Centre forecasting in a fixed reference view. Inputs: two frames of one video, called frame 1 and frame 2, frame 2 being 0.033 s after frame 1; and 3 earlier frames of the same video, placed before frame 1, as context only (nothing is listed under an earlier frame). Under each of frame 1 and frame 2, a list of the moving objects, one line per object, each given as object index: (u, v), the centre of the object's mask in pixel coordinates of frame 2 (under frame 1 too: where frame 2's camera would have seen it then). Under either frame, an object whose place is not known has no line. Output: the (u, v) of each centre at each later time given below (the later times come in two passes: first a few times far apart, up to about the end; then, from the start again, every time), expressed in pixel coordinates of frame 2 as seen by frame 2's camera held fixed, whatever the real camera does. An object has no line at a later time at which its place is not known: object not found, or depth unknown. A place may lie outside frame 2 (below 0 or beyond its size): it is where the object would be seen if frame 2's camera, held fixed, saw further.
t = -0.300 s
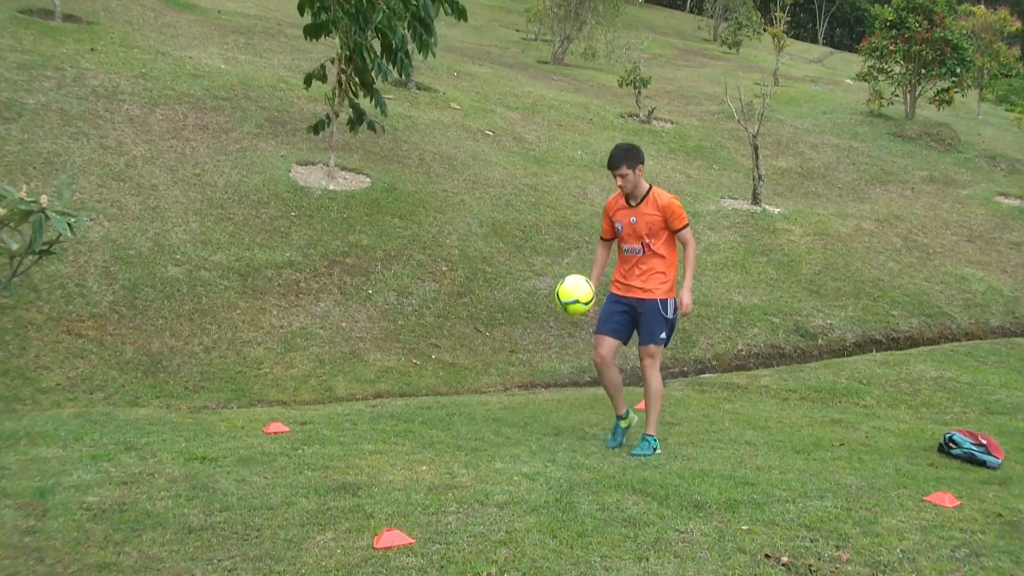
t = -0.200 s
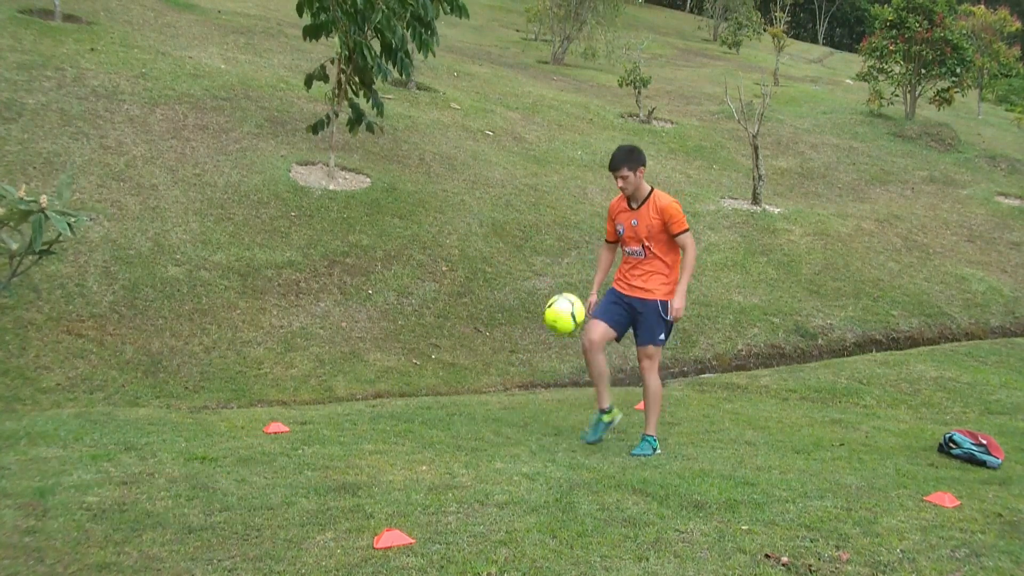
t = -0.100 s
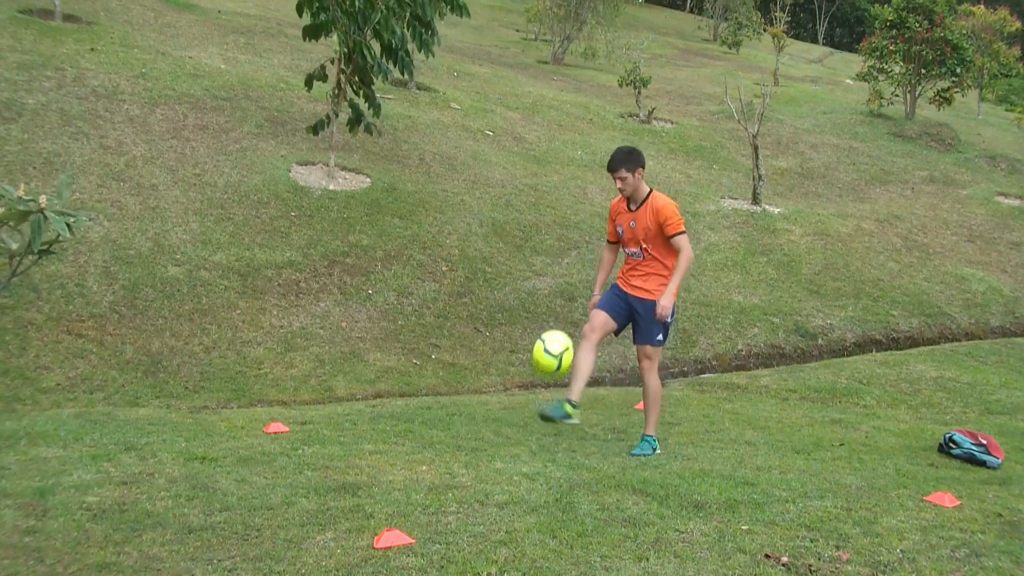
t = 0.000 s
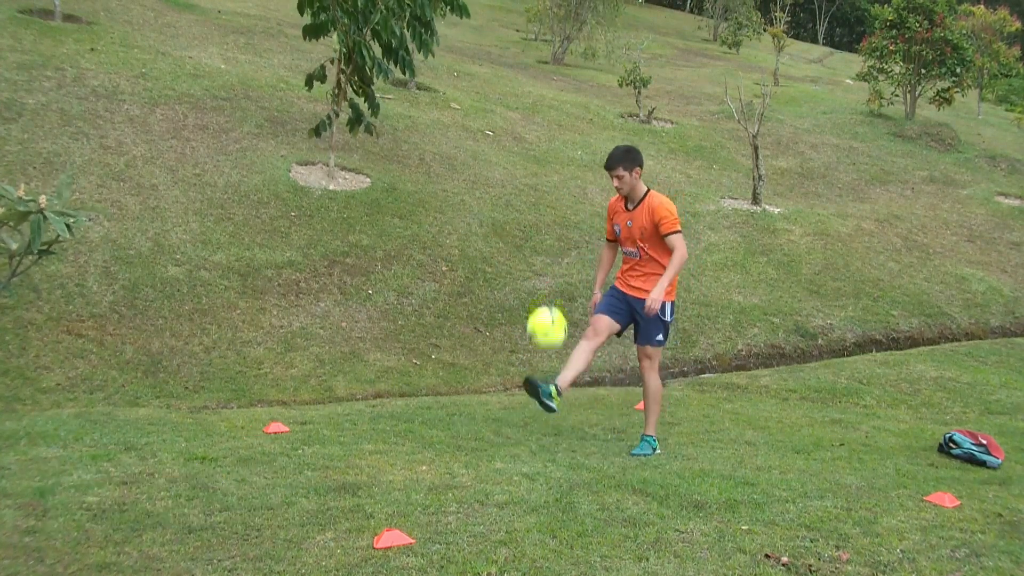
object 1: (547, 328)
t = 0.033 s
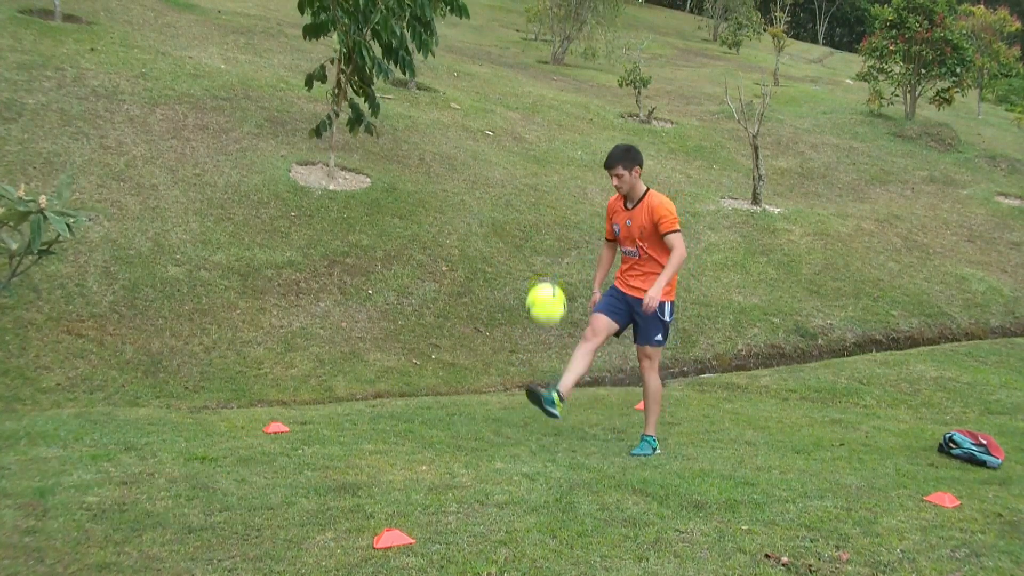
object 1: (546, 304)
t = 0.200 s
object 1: (543, 213)
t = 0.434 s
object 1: (537, 168)
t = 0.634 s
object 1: (531, 211)
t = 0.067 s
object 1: (546, 281)
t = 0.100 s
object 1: (545, 261)
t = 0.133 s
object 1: (544, 243)
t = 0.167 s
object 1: (543, 227)
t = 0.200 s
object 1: (543, 213)
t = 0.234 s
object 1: (542, 200)
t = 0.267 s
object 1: (541, 189)
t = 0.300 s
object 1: (540, 181)
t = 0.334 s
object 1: (539, 175)
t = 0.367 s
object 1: (539, 171)
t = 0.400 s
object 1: (538, 169)
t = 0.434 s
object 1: (537, 168)
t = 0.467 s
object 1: (536, 170)
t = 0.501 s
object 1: (535, 174)
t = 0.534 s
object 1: (535, 181)
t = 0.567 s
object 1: (533, 188)
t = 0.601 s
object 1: (532, 199)
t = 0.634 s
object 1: (531, 211)
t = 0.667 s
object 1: (530, 226)
